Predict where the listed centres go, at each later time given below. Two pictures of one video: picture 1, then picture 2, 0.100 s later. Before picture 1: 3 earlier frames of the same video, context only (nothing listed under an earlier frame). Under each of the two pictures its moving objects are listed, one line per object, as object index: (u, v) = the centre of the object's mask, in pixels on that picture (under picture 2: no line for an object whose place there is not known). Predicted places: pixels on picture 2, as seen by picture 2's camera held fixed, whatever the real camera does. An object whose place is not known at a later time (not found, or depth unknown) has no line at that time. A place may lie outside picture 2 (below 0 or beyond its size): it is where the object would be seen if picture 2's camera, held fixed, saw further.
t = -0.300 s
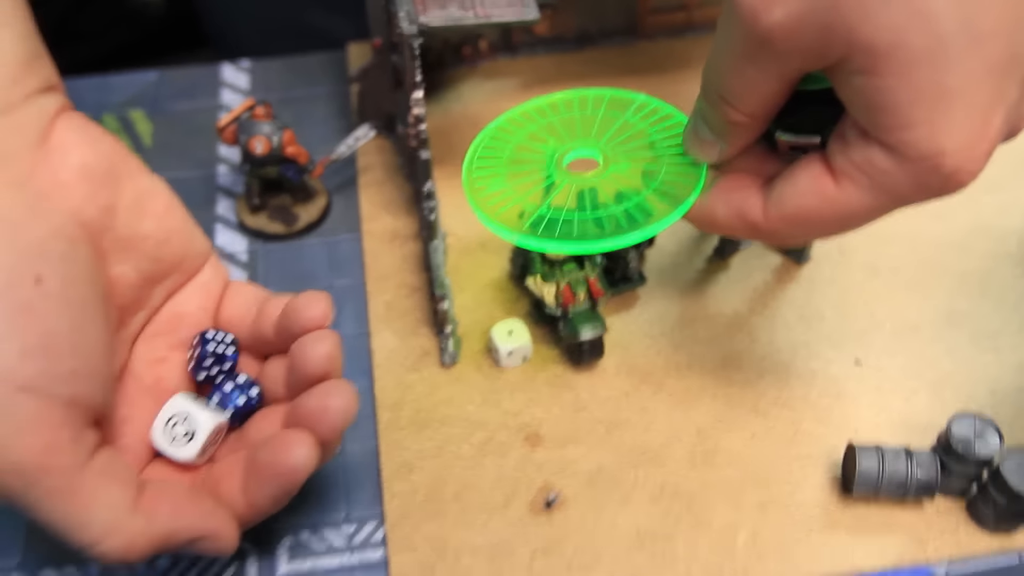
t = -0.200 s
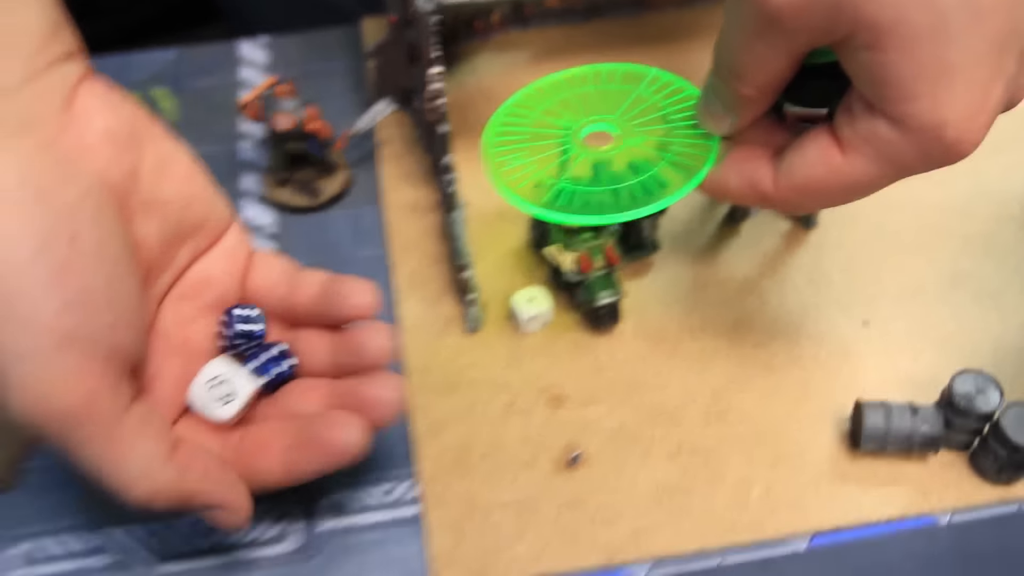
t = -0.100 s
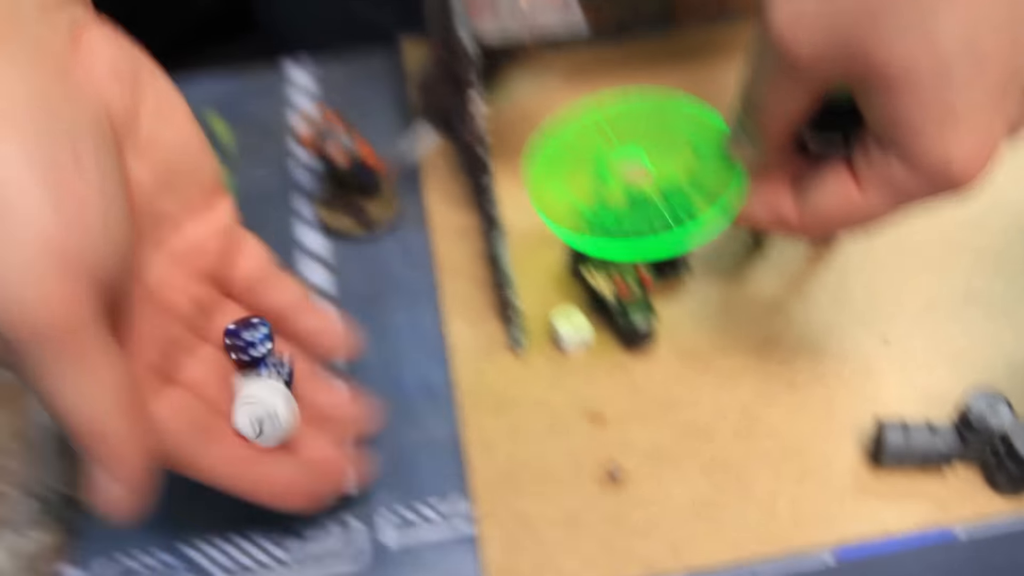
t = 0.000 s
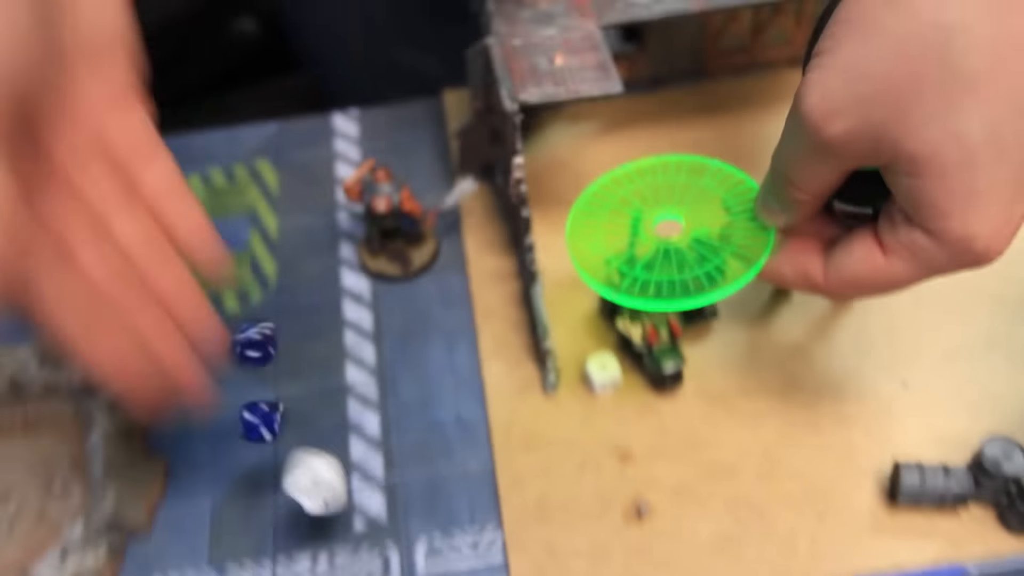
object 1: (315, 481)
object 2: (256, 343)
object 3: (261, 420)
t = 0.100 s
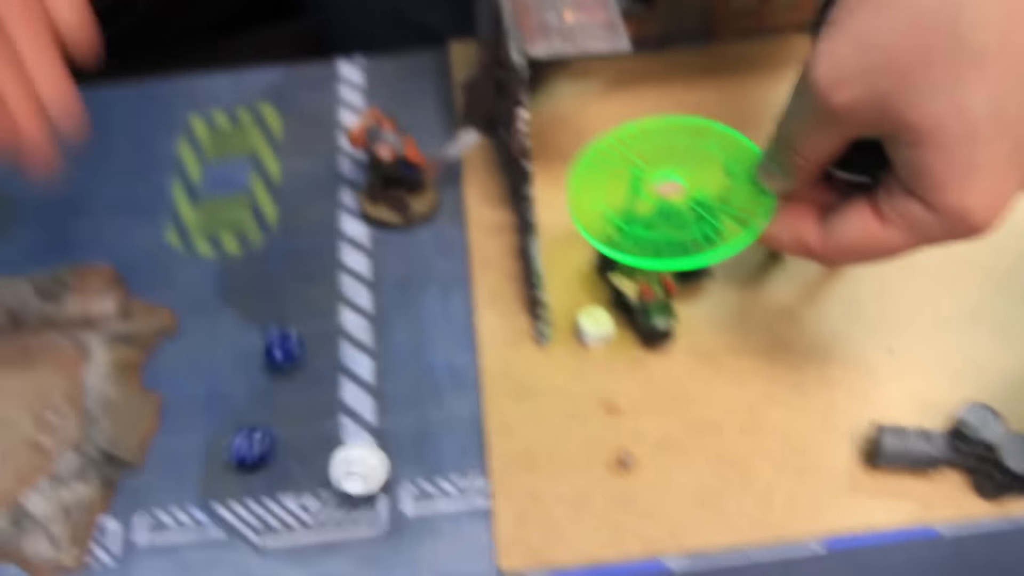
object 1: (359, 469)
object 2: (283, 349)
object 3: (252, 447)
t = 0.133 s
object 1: (388, 487)
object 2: (284, 317)
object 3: (246, 469)
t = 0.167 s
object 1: (420, 496)
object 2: (294, 297)
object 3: (243, 490)
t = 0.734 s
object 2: (412, 252)
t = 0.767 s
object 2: (411, 253)
